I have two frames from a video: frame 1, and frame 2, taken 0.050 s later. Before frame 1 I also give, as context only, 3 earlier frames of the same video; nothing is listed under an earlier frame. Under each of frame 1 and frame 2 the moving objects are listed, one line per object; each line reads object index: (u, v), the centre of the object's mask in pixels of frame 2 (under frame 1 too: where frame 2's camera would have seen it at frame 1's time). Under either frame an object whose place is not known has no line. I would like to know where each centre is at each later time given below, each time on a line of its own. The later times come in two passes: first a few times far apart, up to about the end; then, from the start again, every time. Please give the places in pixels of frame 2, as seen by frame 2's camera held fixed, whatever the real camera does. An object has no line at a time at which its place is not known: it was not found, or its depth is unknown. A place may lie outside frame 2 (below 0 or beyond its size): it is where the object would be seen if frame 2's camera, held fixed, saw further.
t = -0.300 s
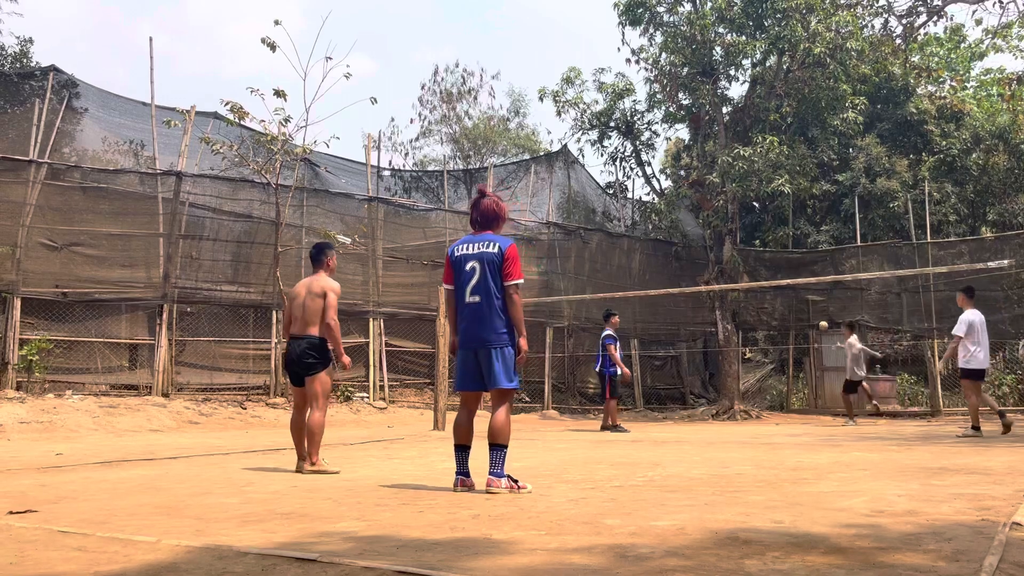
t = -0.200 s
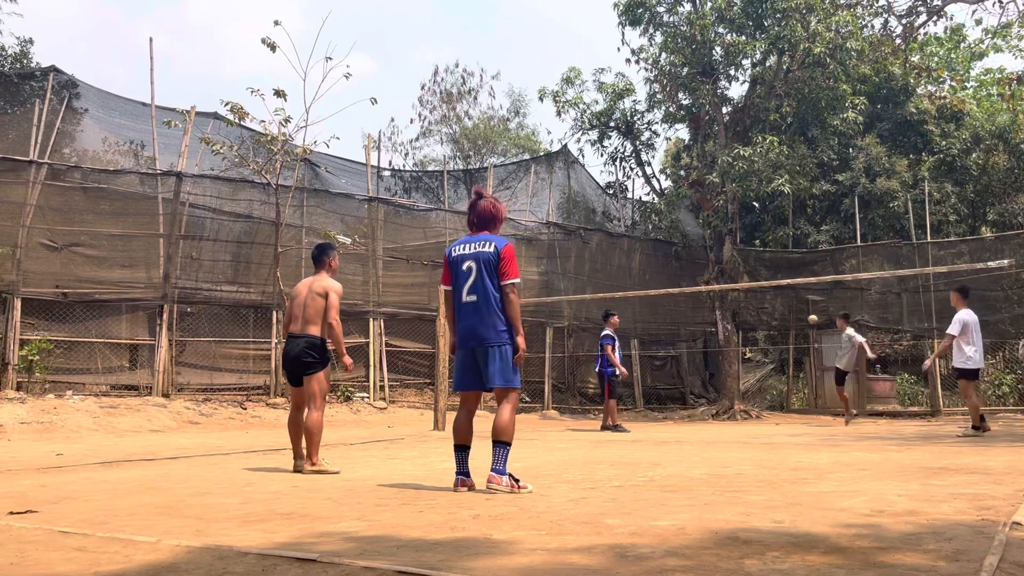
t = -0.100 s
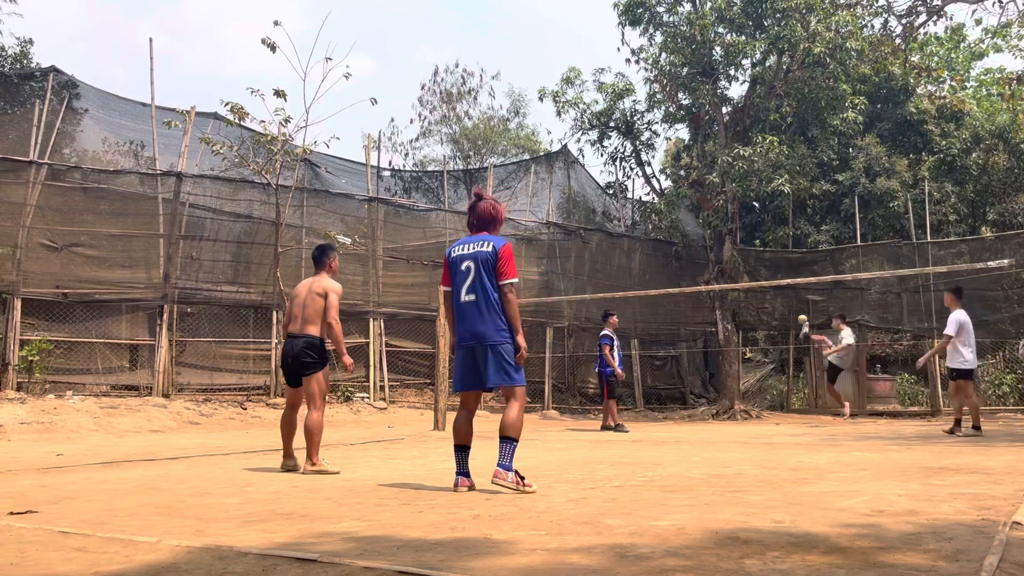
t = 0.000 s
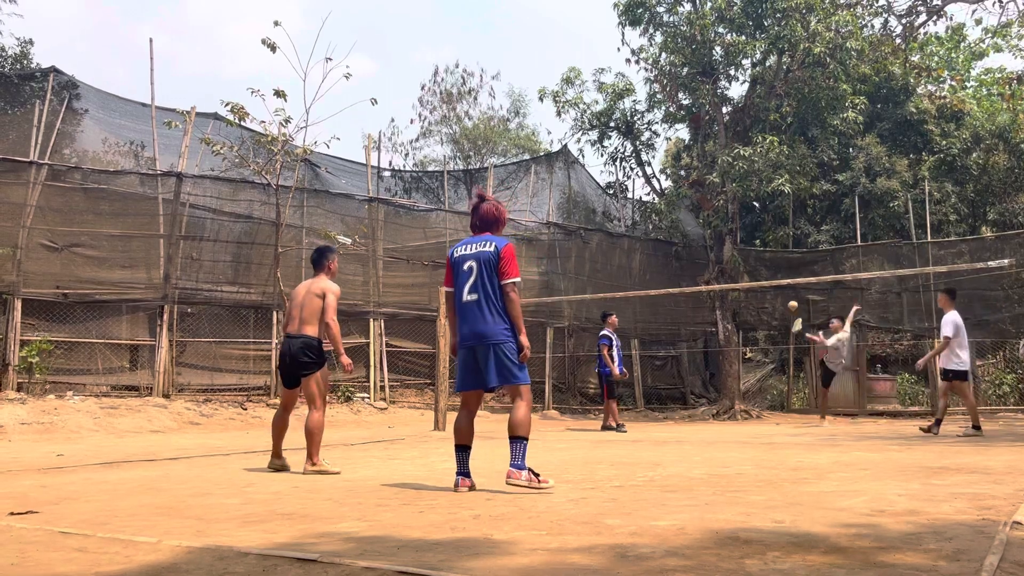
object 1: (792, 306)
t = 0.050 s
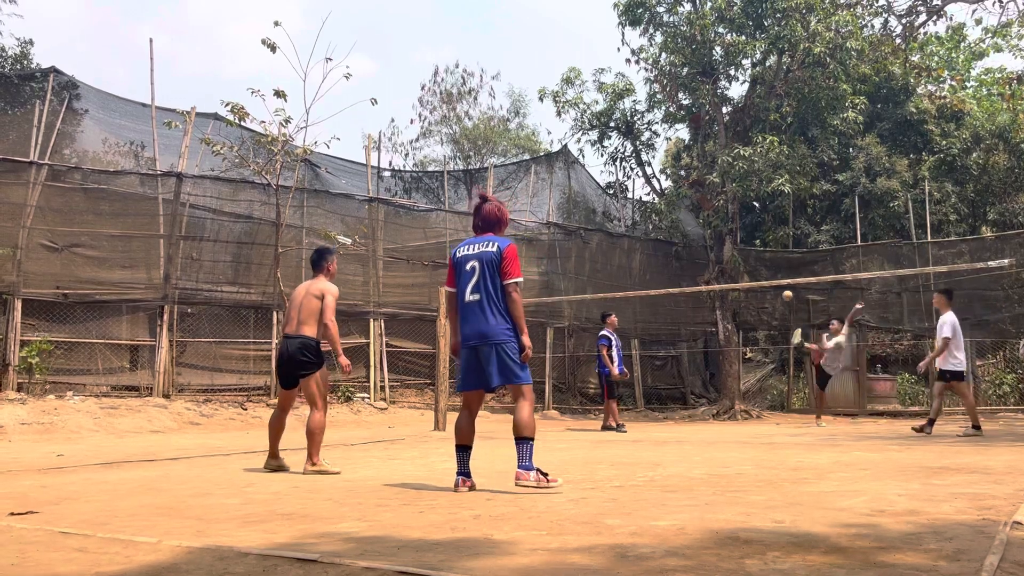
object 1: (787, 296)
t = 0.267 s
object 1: (759, 265)
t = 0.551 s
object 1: (702, 282)
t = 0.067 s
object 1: (785, 292)
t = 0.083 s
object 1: (783, 289)
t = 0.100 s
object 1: (782, 287)
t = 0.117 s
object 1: (780, 283)
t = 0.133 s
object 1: (777, 278)
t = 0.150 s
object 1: (775, 277)
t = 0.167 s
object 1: (773, 275)
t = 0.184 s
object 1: (771, 274)
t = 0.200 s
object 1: (768, 272)
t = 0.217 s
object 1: (766, 270)
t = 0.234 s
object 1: (764, 268)
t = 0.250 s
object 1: (761, 266)
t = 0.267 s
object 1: (759, 265)
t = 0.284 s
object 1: (756, 264)
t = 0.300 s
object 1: (753, 263)
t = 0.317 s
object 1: (751, 263)
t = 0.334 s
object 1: (748, 262)
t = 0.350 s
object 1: (745, 262)
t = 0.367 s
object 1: (742, 262)
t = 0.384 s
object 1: (739, 261)
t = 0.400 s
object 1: (736, 262)
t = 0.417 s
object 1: (733, 264)
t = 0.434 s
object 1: (730, 264)
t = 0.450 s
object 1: (726, 266)
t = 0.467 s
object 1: (722, 268)
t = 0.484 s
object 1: (719, 270)
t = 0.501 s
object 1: (715, 272)
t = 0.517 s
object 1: (711, 275)
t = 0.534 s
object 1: (707, 279)
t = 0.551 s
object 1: (702, 282)
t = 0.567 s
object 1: (698, 287)
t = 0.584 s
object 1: (694, 292)
